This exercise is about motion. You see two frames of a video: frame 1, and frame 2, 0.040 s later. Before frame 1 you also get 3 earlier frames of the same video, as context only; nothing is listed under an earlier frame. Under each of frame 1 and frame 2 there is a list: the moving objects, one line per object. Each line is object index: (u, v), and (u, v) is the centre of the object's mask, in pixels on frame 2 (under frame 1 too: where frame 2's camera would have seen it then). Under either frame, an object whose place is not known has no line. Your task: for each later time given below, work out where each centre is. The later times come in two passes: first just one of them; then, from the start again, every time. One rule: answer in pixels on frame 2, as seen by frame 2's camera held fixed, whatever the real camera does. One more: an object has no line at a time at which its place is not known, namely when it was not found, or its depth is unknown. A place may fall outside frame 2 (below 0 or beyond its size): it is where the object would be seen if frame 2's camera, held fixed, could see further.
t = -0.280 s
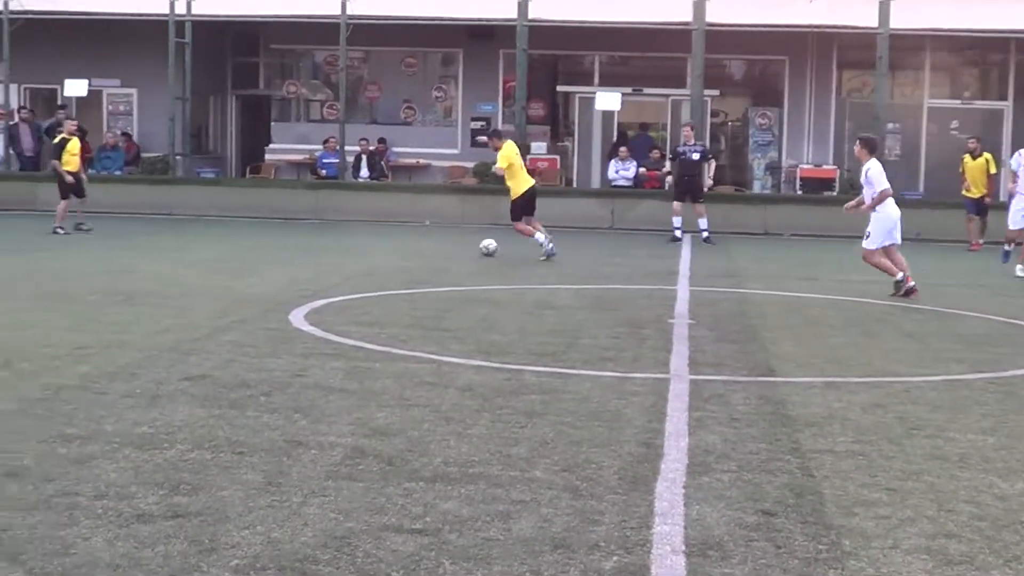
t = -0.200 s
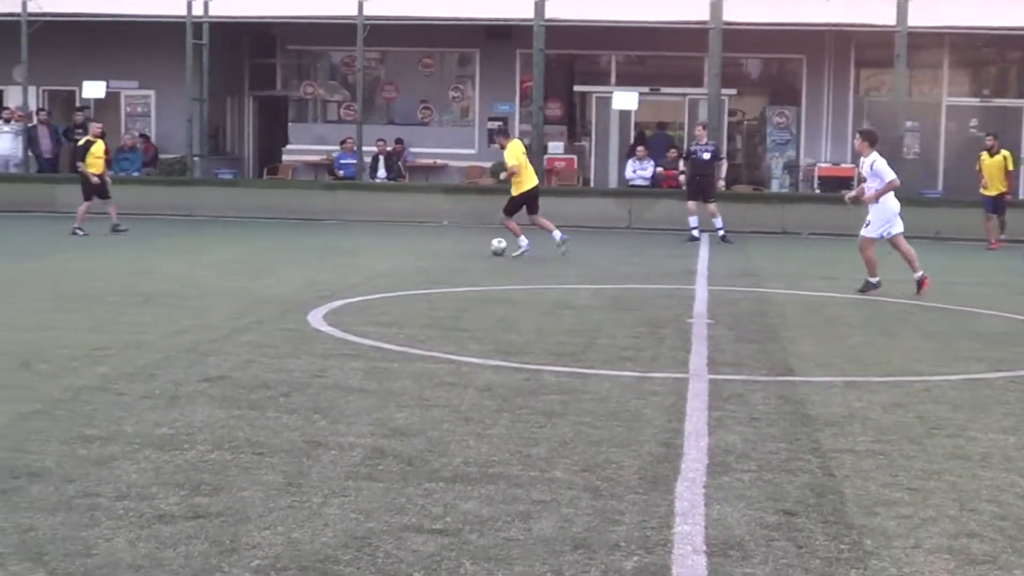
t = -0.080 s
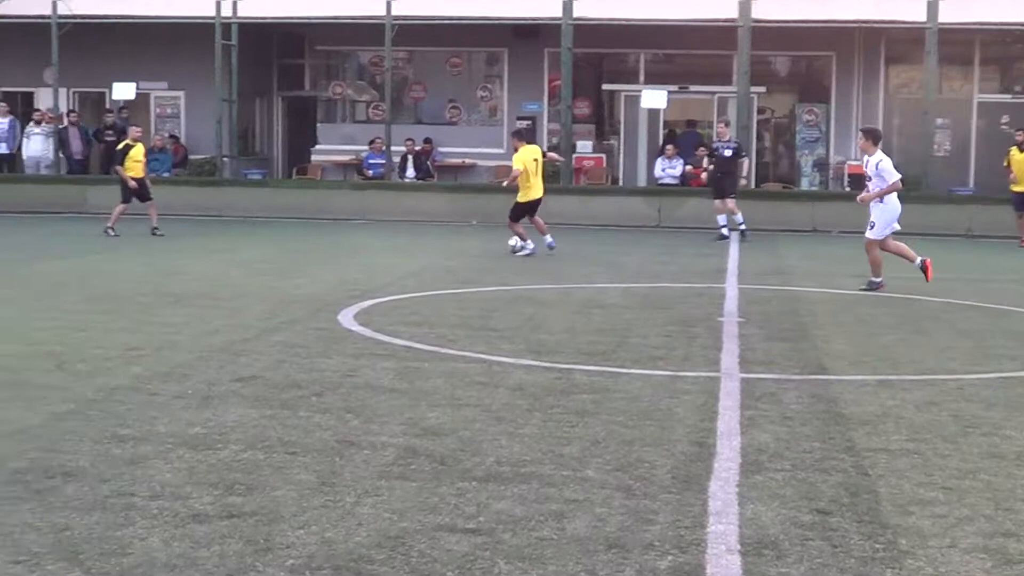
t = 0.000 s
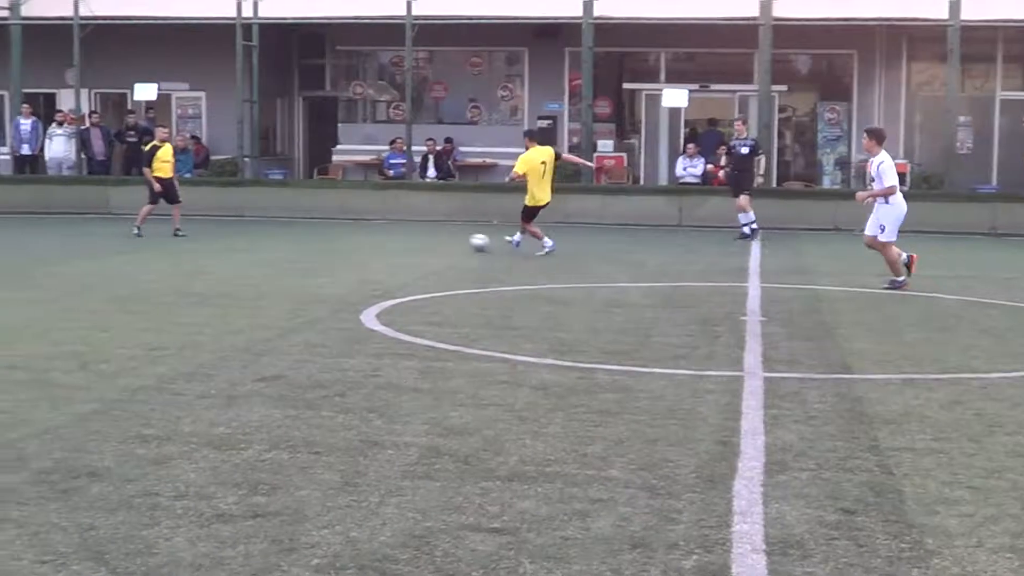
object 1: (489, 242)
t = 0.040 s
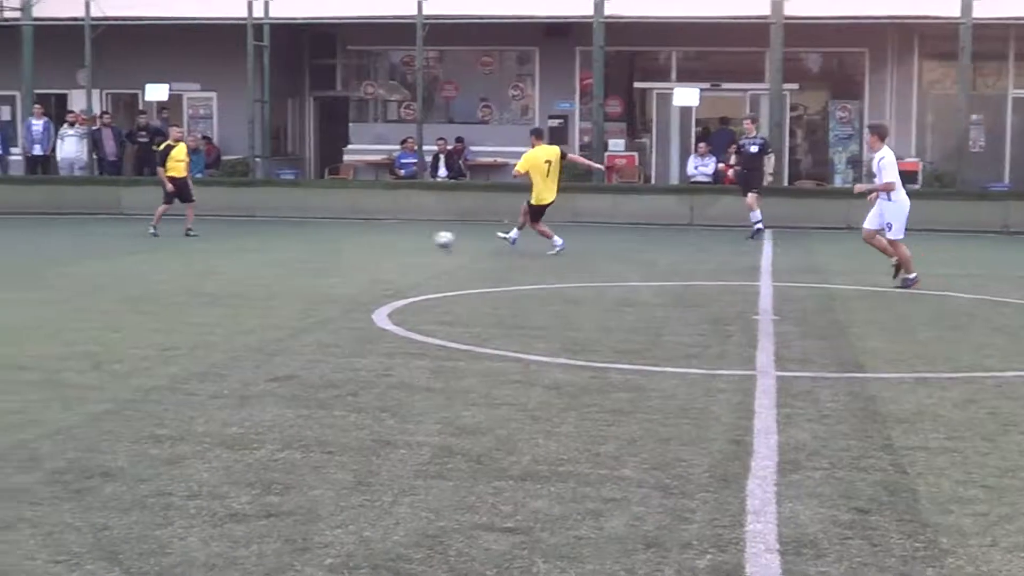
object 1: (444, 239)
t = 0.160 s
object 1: (313, 240)
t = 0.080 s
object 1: (400, 239)
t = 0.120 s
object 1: (355, 239)
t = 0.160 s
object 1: (313, 240)
